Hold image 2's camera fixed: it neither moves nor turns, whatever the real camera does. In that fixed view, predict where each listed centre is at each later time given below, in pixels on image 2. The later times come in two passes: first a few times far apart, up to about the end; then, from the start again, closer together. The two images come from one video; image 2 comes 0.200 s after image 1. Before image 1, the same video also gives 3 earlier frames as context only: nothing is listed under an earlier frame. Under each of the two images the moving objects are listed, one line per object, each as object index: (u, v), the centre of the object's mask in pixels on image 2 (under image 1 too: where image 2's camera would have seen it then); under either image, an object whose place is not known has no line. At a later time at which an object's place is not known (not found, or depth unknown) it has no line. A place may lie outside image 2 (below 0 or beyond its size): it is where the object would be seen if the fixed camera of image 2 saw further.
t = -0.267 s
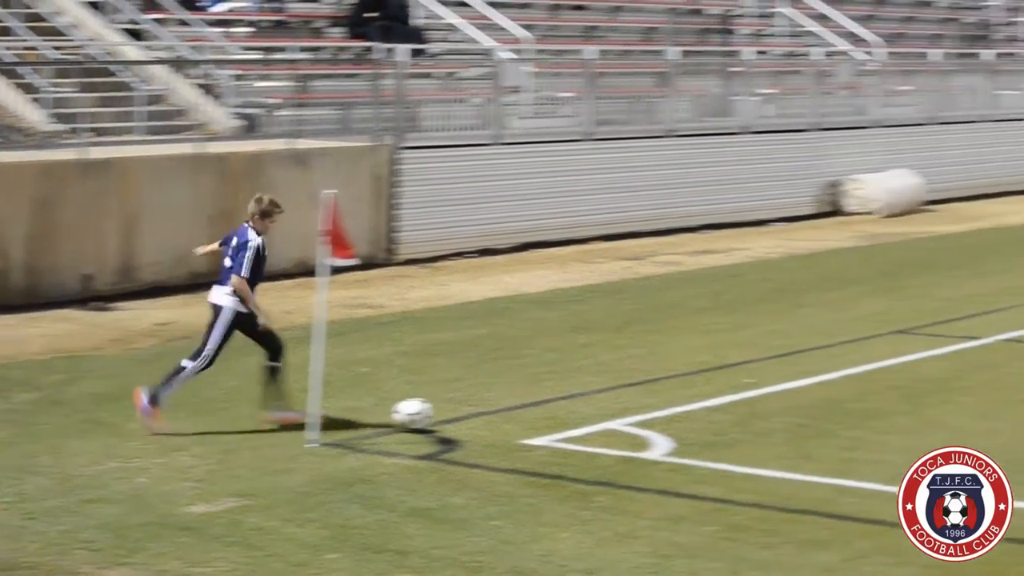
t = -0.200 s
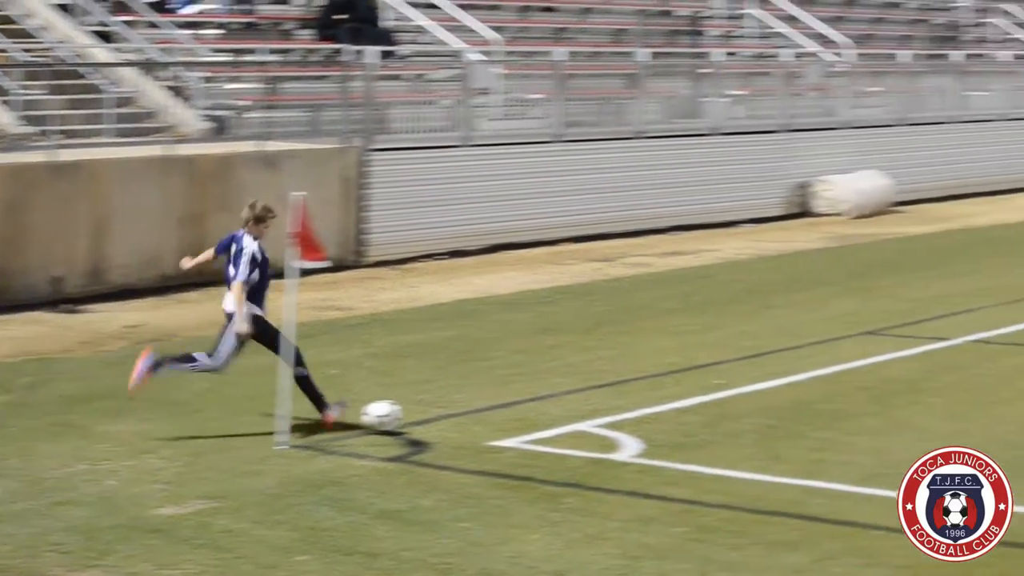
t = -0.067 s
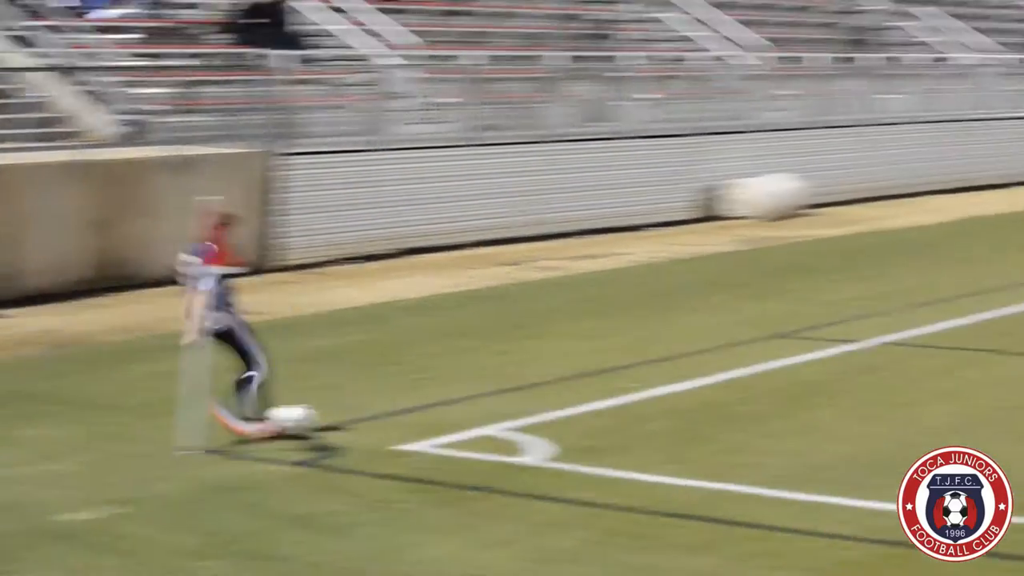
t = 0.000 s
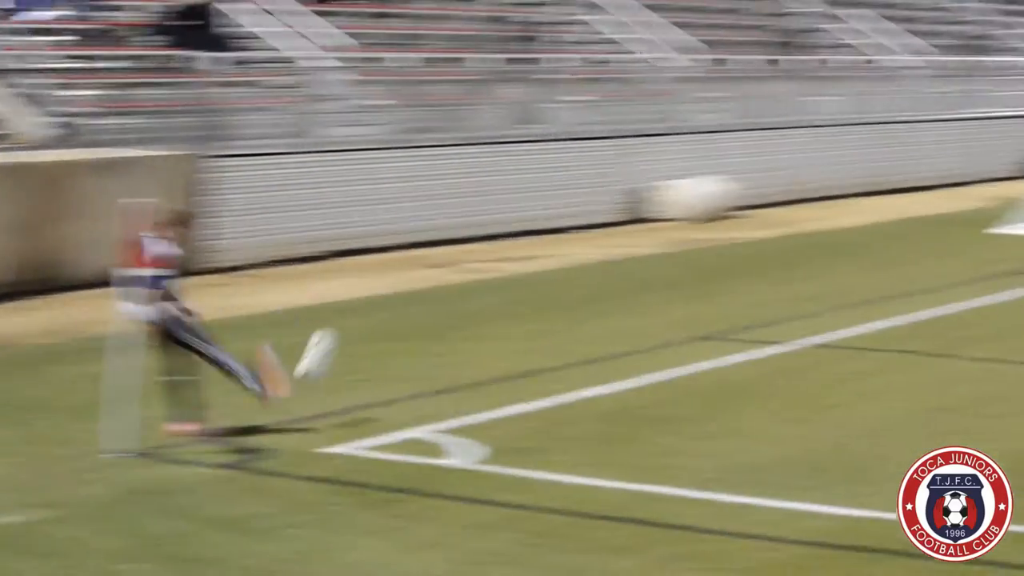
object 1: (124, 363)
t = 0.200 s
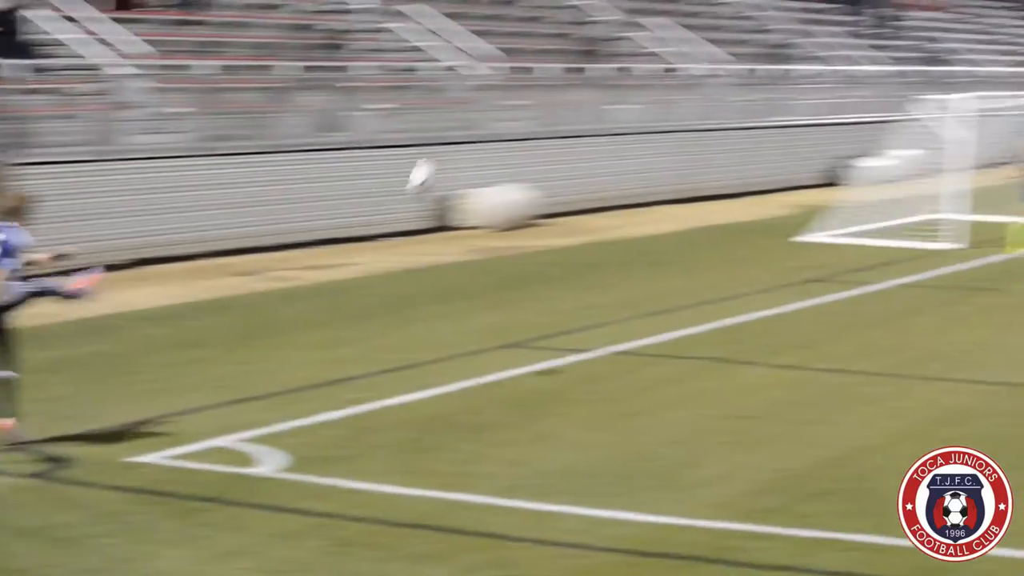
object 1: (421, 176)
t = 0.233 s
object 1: (461, 155)
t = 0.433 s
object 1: (648, 64)
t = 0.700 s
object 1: (811, 26)
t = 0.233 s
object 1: (461, 155)
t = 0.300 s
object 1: (530, 117)
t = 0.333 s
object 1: (561, 102)
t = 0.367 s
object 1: (593, 88)
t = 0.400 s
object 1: (621, 76)
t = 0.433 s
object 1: (648, 64)
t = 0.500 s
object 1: (696, 49)
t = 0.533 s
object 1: (719, 42)
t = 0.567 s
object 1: (740, 35)
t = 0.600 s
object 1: (759, 32)
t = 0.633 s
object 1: (777, 29)
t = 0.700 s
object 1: (811, 26)
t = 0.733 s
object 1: (828, 26)
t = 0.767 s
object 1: (843, 28)
